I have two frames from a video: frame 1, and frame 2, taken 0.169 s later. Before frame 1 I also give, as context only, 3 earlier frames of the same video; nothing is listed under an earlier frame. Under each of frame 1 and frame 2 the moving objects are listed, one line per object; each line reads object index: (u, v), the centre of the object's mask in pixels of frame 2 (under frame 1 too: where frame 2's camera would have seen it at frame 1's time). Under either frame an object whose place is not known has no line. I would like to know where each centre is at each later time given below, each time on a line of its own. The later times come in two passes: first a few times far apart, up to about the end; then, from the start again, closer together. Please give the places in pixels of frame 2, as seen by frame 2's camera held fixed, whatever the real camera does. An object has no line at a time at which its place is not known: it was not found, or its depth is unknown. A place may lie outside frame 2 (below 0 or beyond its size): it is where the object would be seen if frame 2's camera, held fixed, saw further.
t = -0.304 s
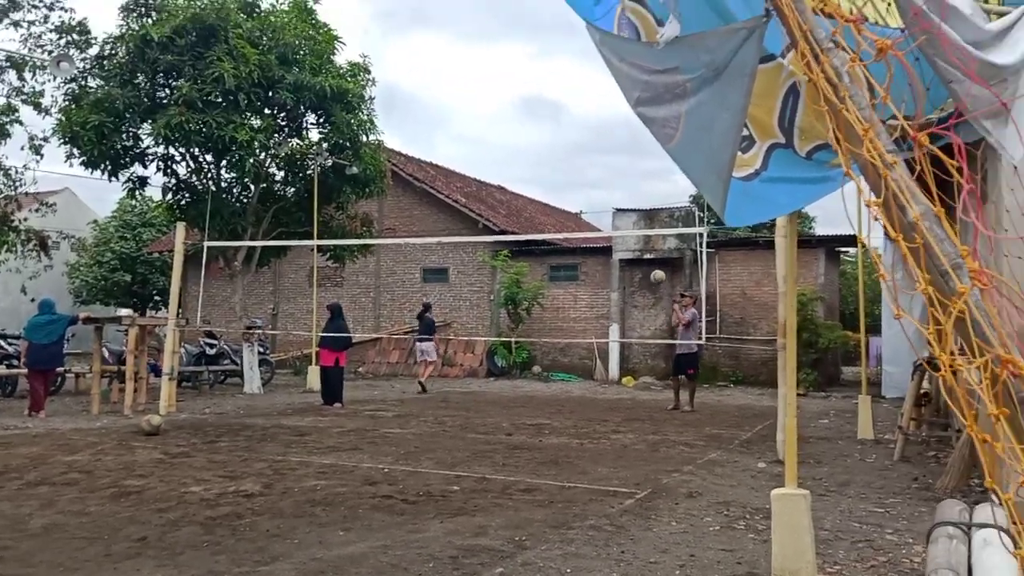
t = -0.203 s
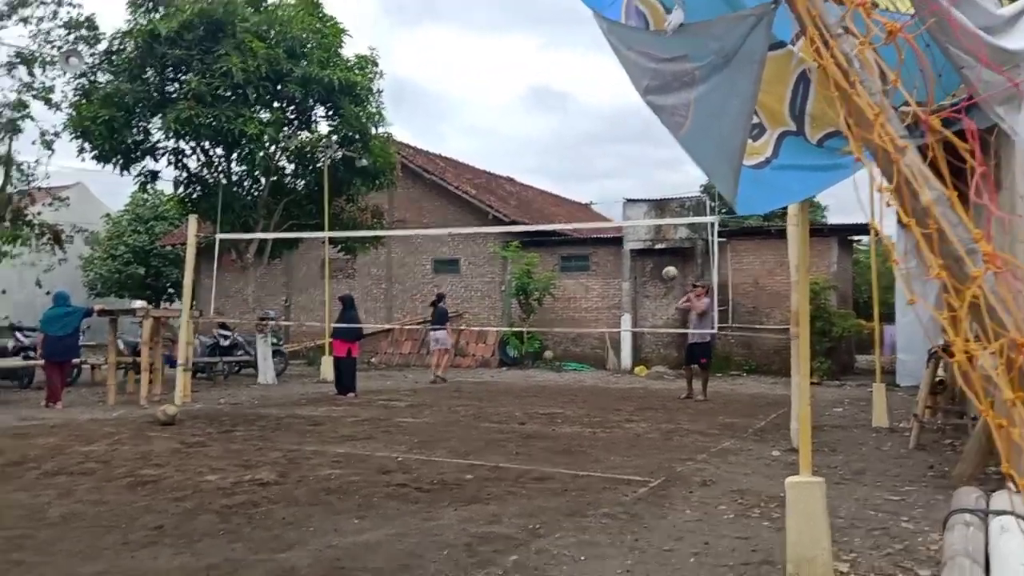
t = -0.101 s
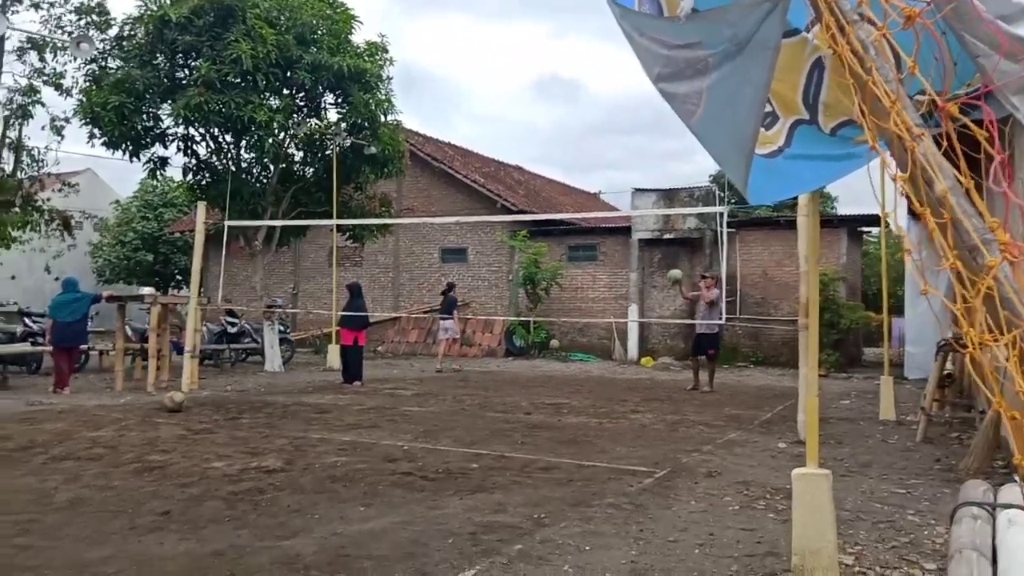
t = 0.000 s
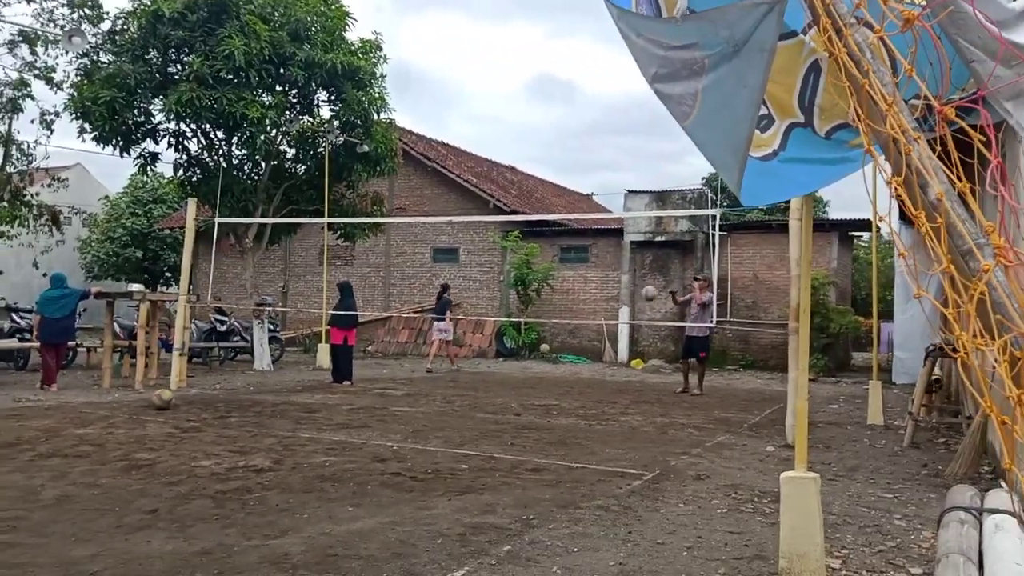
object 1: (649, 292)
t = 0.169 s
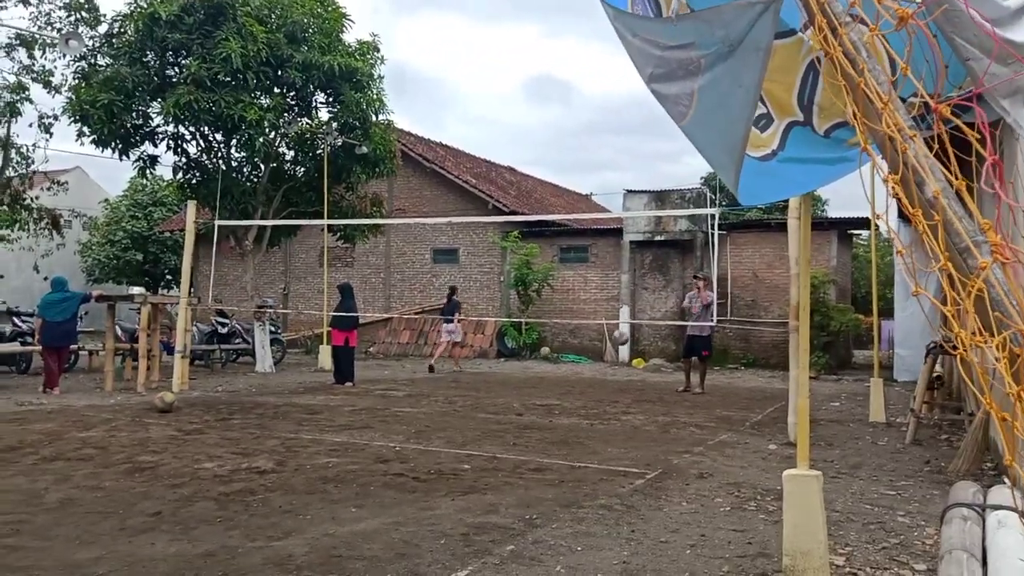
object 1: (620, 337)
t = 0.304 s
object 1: (594, 391)
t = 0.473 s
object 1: (566, 373)
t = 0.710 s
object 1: (526, 369)
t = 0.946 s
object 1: (484, 404)
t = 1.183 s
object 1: (438, 392)
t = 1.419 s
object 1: (390, 412)
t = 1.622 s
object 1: (347, 407)
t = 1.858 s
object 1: (290, 430)
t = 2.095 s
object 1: (221, 444)
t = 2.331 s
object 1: (147, 458)
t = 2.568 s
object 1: (67, 464)
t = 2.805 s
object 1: (-16, 483)
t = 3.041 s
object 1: (-112, 499)
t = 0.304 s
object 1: (594, 391)
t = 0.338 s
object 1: (587, 397)
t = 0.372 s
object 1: (581, 389)
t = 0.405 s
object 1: (576, 383)
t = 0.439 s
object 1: (570, 378)
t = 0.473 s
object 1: (566, 373)
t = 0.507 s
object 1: (560, 370)
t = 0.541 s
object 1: (554, 367)
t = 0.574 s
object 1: (548, 365)
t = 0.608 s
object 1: (543, 365)
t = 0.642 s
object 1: (538, 366)
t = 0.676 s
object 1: (532, 367)
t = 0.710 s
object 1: (526, 369)
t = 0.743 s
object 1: (521, 373)
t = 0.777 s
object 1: (514, 379)
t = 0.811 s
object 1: (510, 385)
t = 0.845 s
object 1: (504, 391)
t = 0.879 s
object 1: (498, 399)
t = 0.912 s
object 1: (491, 410)
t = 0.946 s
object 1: (484, 404)
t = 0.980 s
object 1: (479, 399)
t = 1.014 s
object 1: (473, 394)
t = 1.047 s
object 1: (465, 391)
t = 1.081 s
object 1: (459, 389)
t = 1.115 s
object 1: (452, 389)
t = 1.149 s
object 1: (445, 390)
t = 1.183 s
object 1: (438, 392)
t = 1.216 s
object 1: (432, 394)
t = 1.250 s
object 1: (425, 398)
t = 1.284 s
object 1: (417, 404)
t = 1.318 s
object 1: (410, 411)
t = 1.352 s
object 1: (402, 421)
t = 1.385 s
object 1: (396, 417)
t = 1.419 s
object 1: (390, 412)
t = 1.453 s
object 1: (383, 407)
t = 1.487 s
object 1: (377, 404)
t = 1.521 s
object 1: (369, 402)
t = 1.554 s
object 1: (362, 402)
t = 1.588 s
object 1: (355, 404)
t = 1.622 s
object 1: (347, 407)
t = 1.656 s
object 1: (340, 411)
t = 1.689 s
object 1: (334, 416)
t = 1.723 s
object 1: (324, 422)
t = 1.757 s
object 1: (317, 431)
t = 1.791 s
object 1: (308, 436)
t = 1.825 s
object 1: (299, 432)
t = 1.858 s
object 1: (290, 430)
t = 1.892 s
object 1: (281, 429)
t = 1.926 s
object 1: (272, 429)
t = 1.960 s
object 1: (263, 431)
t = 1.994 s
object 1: (253, 434)
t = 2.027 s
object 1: (242, 439)
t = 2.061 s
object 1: (231, 447)
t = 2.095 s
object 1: (221, 444)
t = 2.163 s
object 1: (202, 440)
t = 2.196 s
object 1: (193, 440)
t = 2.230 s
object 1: (182, 441)
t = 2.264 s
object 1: (171, 444)
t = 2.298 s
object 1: (159, 450)
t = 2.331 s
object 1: (147, 458)
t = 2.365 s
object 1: (136, 461)
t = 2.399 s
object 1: (126, 457)
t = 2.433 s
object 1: (115, 455)
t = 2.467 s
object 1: (104, 454)
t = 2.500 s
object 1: (92, 455)
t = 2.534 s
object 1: (80, 458)
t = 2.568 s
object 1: (67, 464)
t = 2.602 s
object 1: (54, 472)
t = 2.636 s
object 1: (42, 474)
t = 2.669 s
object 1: (31, 472)
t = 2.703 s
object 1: (19, 472)
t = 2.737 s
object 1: (8, 474)
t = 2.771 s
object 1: (-3, 477)
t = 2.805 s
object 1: (-16, 483)
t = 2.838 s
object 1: (-29, 485)
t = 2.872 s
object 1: (-43, 484)
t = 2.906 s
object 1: (-57, 488)
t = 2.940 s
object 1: (-71, 493)
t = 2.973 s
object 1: (-85, 493)
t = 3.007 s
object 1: (-98, 495)
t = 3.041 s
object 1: (-112, 499)
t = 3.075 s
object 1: (-123, 497)
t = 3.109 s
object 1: (-127, 495)
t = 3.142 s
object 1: (-130, 494)
